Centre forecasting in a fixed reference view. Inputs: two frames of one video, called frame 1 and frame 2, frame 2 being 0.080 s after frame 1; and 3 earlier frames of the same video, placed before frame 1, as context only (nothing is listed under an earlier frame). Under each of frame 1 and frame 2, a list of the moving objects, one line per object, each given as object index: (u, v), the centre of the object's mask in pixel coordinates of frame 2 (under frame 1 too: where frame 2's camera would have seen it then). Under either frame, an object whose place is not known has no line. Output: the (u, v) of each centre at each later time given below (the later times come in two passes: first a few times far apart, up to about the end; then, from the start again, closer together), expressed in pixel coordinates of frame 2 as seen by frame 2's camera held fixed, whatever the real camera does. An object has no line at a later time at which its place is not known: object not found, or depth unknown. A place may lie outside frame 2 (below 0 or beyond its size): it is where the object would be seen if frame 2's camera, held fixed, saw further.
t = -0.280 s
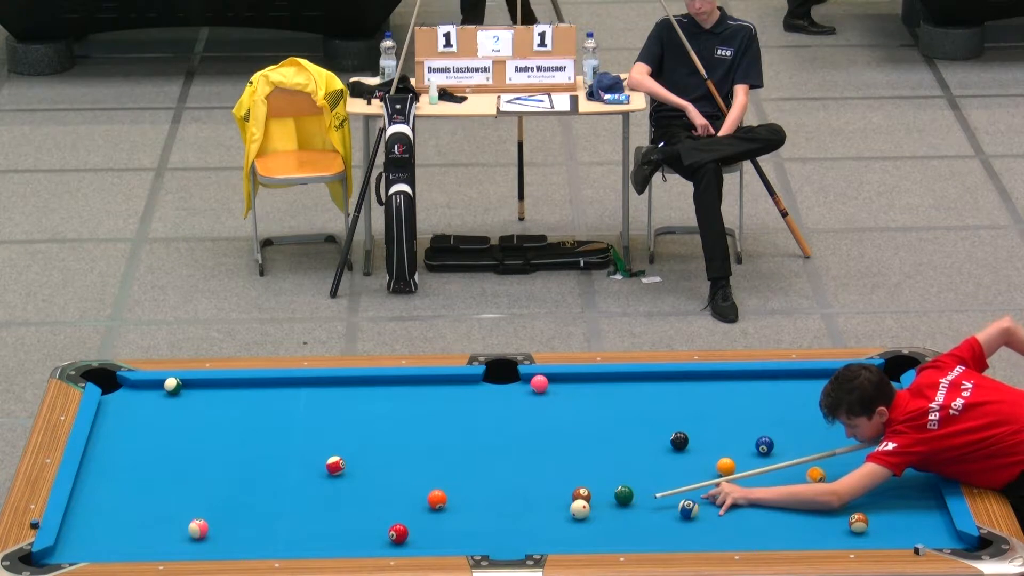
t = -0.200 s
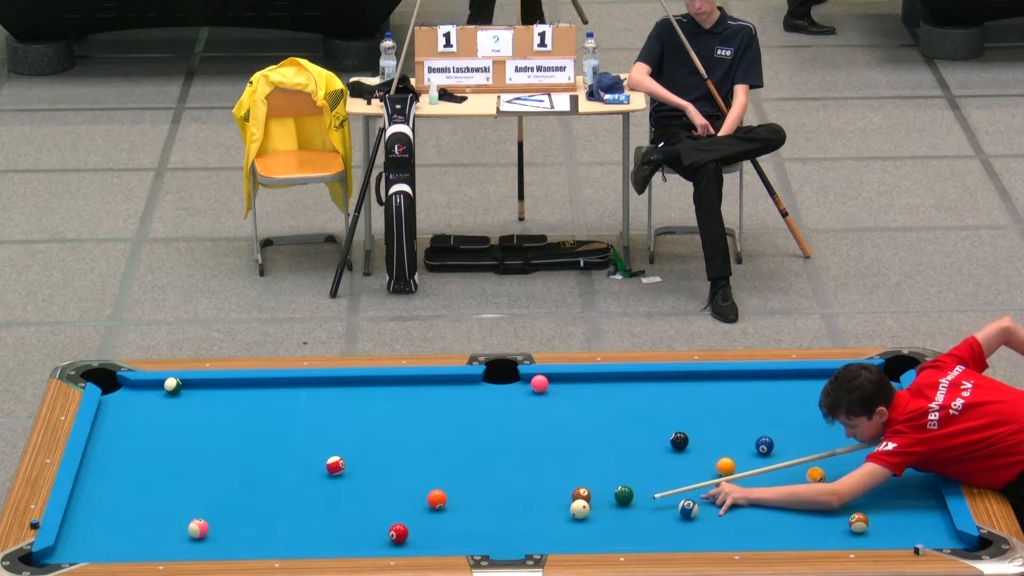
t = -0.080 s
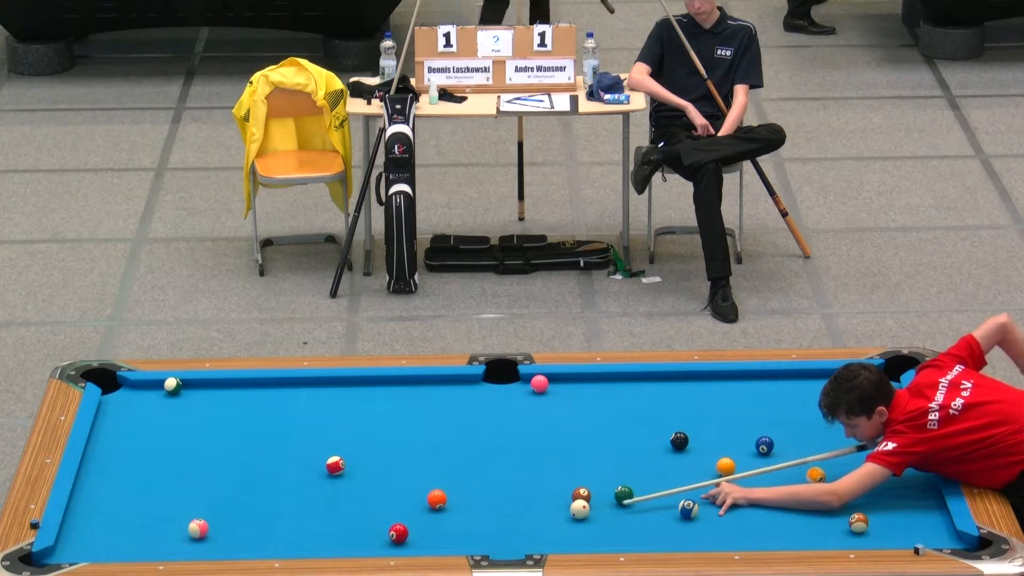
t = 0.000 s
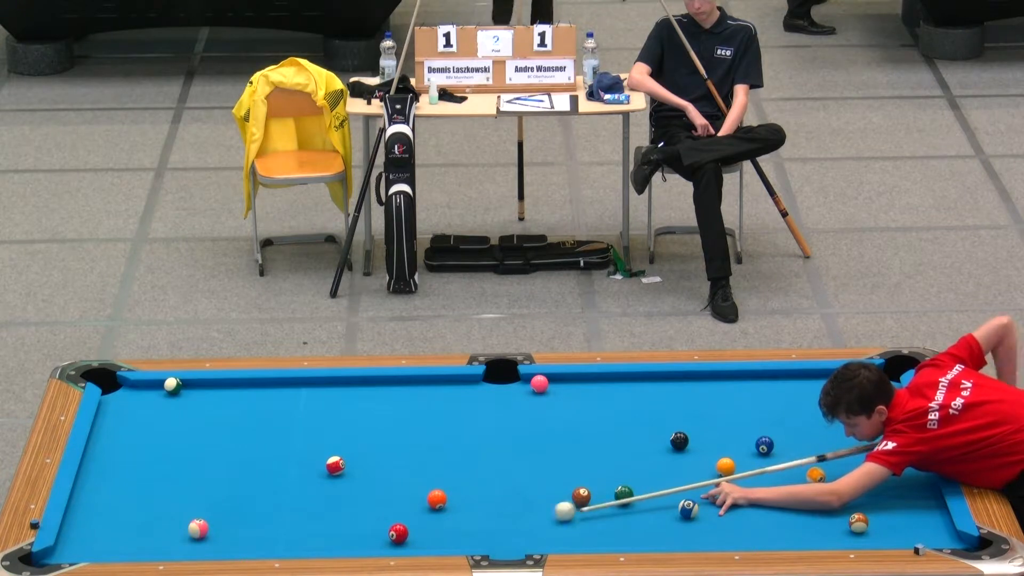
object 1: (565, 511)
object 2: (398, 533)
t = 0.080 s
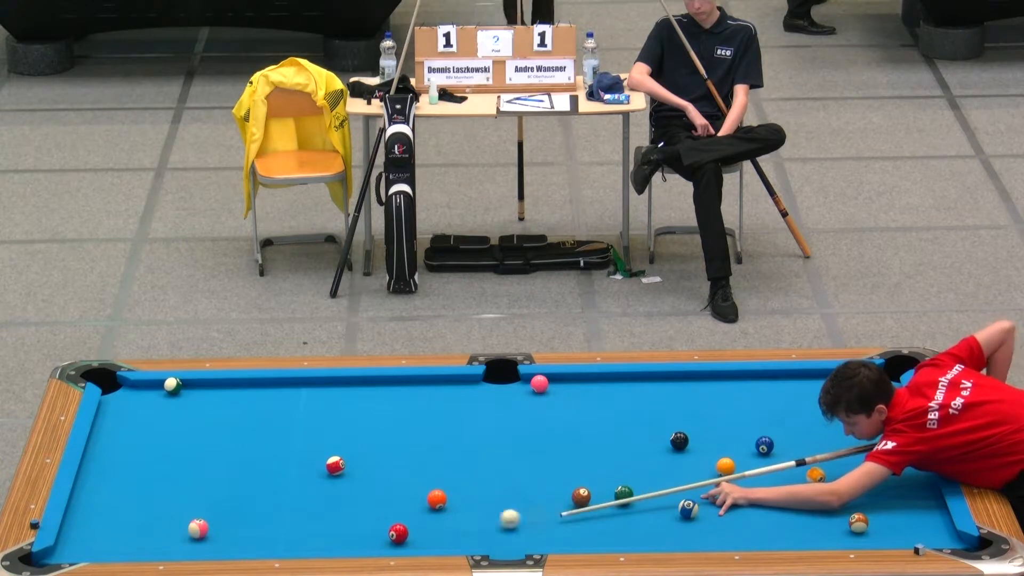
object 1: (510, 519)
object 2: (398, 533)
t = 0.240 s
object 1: (418, 532)
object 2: (393, 534)
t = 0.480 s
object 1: (413, 540)
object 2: (283, 541)
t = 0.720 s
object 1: (408, 544)
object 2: (191, 546)
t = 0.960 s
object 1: (408, 543)
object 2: (101, 550)
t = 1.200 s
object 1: (408, 541)
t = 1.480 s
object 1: (409, 540)
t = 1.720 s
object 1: (408, 540)
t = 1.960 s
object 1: (409, 539)
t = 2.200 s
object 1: (409, 539)
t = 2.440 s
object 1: (409, 539)
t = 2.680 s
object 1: (409, 539)
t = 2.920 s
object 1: (409, 539)
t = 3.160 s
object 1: (409, 539)
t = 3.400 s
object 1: (409, 539)
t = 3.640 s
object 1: (409, 539)
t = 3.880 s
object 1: (410, 539)
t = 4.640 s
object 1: (409, 539)
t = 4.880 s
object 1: (409, 539)
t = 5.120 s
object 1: (409, 539)
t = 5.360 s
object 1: (409, 539)
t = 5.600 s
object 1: (409, 539)
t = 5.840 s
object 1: (409, 539)
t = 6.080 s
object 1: (409, 539)
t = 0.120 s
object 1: (484, 523)
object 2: (398, 533)
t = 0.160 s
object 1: (459, 526)
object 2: (398, 533)
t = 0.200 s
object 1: (435, 529)
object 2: (398, 533)
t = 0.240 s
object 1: (418, 532)
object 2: (393, 534)
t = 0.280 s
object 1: (418, 534)
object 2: (371, 535)
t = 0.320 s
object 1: (417, 535)
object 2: (351, 537)
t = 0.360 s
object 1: (416, 537)
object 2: (332, 538)
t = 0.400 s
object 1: (415, 538)
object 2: (315, 539)
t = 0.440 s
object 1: (414, 539)
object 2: (298, 540)
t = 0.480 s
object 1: (413, 540)
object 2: (283, 541)
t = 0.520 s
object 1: (412, 540)
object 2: (267, 542)
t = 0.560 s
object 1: (412, 541)
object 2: (252, 542)
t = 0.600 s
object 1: (411, 542)
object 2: (237, 544)
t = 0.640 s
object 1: (410, 543)
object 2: (222, 544)
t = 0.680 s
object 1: (409, 544)
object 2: (207, 545)
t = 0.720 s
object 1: (408, 544)
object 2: (191, 546)
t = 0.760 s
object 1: (408, 544)
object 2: (176, 547)
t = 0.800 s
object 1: (408, 544)
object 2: (161, 547)
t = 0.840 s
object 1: (408, 544)
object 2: (146, 548)
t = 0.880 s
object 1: (408, 543)
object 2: (132, 549)
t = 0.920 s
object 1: (408, 543)
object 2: (116, 550)
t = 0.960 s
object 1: (408, 543)
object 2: (101, 550)
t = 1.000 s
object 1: (408, 543)
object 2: (87, 551)
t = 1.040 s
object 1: (408, 542)
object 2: (73, 552)
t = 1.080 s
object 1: (408, 542)
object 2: (60, 553)
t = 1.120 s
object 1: (408, 542)
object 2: (49, 555)
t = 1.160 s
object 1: (408, 542)
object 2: (49, 559)
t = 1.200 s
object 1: (408, 541)
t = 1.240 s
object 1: (409, 541)
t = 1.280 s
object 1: (408, 541)
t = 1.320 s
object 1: (409, 541)
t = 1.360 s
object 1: (408, 541)
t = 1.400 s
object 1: (408, 540)
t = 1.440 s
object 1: (408, 540)
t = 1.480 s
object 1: (409, 540)
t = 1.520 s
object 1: (408, 540)
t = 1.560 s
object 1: (408, 540)
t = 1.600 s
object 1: (408, 540)
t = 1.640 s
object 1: (408, 540)
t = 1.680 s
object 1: (408, 540)
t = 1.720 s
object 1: (408, 540)
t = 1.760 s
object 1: (408, 540)
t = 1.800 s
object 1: (408, 539)
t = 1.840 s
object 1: (408, 539)
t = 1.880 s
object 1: (408, 539)
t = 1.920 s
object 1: (408, 539)
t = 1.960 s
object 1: (409, 539)
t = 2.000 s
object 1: (409, 539)
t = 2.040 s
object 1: (409, 539)
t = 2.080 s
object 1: (409, 539)
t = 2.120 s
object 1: (409, 539)
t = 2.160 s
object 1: (409, 539)
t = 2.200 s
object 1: (409, 539)
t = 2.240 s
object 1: (409, 539)
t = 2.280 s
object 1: (409, 539)
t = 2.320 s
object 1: (409, 539)
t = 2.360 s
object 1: (409, 539)
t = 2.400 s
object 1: (409, 539)
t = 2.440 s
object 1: (409, 539)
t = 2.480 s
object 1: (409, 539)
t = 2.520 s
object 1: (409, 539)
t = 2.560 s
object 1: (409, 539)
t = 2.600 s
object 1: (409, 539)
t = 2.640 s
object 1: (409, 539)
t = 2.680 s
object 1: (409, 539)
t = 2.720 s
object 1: (409, 539)
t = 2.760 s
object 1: (409, 539)
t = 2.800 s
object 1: (409, 539)
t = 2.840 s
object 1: (409, 539)
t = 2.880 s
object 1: (409, 539)
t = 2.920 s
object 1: (409, 539)
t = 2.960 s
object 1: (409, 539)
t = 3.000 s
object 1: (409, 539)
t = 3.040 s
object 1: (409, 539)
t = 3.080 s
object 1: (409, 539)
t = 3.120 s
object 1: (409, 539)
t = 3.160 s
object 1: (409, 539)
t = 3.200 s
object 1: (409, 539)
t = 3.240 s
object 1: (409, 539)
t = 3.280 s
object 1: (409, 539)
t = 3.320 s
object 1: (409, 539)
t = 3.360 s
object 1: (409, 539)
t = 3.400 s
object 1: (409, 539)
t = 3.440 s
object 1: (409, 539)
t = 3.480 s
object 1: (409, 539)
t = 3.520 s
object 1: (409, 539)
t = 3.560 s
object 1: (409, 539)
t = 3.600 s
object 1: (409, 539)
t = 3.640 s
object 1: (409, 539)
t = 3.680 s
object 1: (409, 539)
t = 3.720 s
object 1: (409, 539)
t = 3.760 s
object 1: (409, 539)
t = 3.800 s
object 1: (409, 539)
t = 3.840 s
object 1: (408, 539)
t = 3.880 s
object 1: (410, 539)
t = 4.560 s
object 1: (409, 539)
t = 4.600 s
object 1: (409, 539)
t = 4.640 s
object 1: (409, 539)
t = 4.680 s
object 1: (409, 539)
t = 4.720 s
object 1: (409, 539)
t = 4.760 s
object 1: (409, 539)
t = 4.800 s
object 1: (409, 539)
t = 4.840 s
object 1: (409, 539)
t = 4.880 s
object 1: (409, 539)
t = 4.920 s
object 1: (409, 539)
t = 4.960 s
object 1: (409, 539)
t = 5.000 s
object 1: (409, 539)
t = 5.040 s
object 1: (409, 539)
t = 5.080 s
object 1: (409, 539)
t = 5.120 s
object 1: (409, 539)
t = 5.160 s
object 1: (409, 539)
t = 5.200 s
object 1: (409, 539)
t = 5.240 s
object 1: (409, 539)
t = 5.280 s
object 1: (409, 539)
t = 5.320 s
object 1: (409, 539)
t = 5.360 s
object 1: (409, 539)
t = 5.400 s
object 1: (409, 539)
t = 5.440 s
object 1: (409, 539)
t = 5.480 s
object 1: (409, 539)
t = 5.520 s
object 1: (409, 539)
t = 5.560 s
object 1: (409, 539)
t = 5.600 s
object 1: (409, 539)
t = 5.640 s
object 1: (409, 539)
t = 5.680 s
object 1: (409, 539)
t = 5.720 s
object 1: (409, 539)
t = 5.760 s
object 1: (409, 539)
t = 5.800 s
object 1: (409, 539)
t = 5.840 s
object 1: (409, 539)
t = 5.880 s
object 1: (409, 539)
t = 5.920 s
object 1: (409, 539)
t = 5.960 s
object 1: (409, 539)
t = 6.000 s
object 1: (409, 539)
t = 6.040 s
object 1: (409, 539)
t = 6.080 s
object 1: (409, 539)
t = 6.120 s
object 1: (409, 539)
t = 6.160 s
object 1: (409, 539)
